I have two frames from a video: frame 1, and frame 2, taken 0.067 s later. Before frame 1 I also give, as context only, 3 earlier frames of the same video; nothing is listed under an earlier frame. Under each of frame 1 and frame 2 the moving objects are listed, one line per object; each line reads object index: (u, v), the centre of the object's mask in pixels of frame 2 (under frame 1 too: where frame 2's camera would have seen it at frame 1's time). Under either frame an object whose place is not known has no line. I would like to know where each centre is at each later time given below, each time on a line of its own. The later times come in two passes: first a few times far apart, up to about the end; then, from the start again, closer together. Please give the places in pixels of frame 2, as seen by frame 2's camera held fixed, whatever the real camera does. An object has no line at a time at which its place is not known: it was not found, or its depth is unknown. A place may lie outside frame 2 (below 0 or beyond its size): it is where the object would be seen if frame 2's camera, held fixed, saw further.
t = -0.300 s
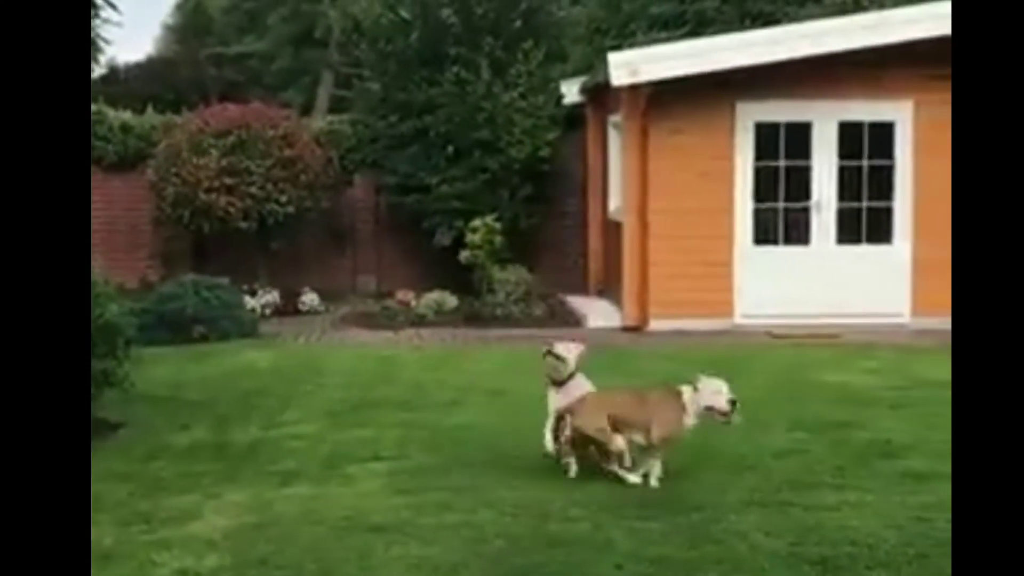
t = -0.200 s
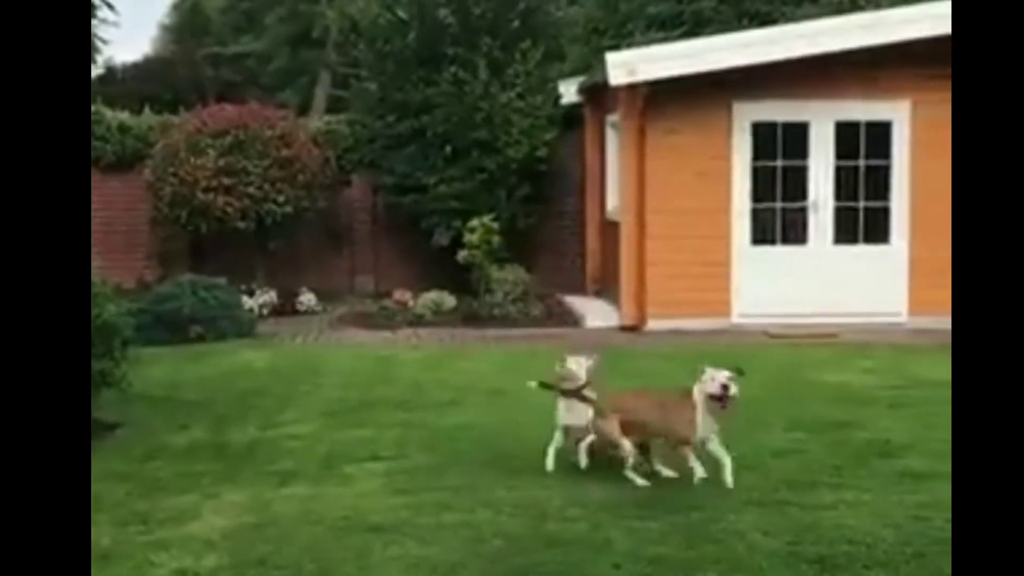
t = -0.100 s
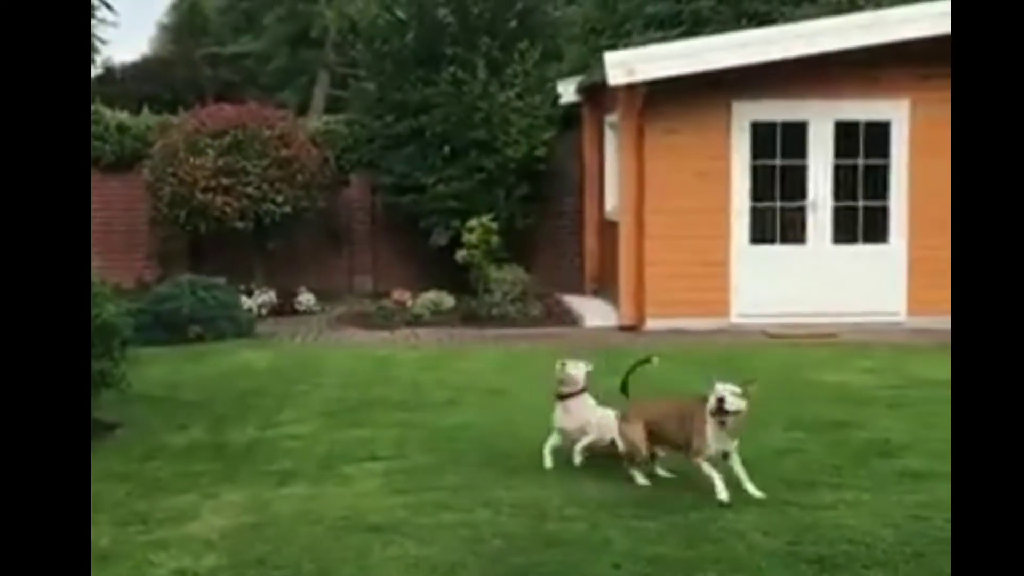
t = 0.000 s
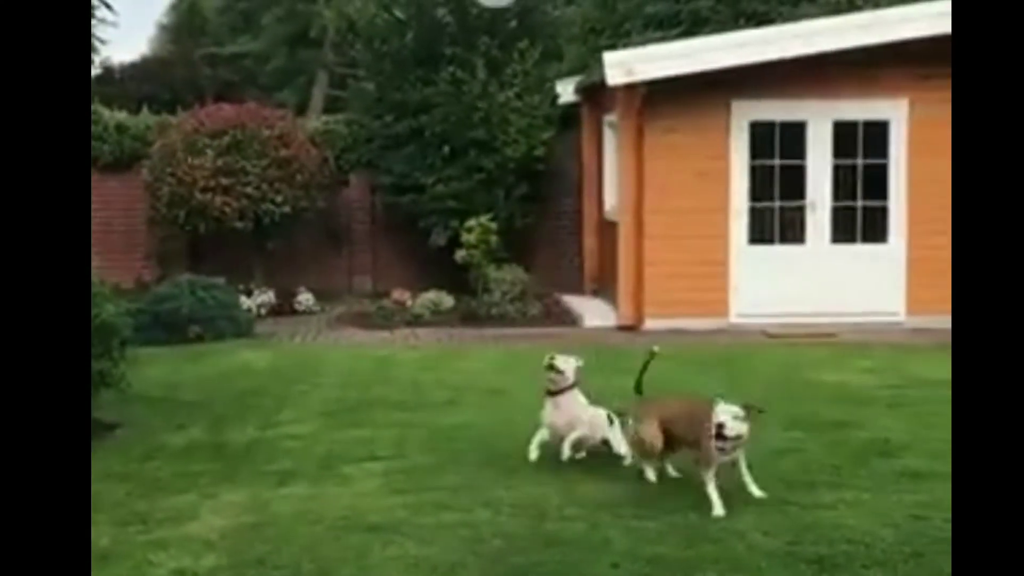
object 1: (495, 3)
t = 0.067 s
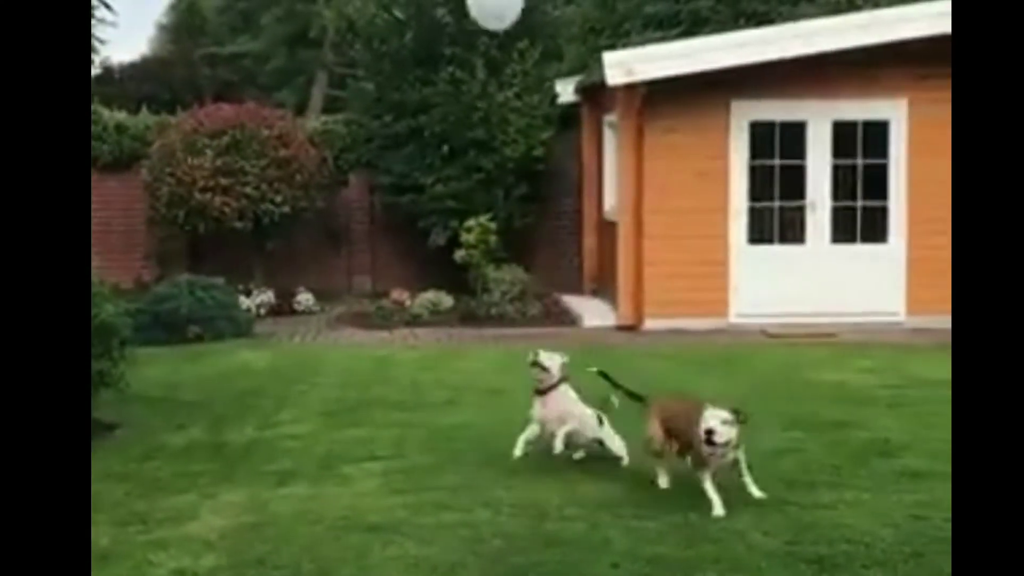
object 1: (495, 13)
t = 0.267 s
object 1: (498, 74)
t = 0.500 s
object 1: (506, 169)
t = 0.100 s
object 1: (495, 19)
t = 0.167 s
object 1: (496, 34)
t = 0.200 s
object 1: (497, 46)
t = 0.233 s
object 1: (497, 60)
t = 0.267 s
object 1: (498, 74)
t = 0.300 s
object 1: (499, 87)
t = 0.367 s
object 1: (501, 114)
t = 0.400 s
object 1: (502, 128)
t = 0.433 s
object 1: (503, 142)
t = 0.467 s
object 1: (505, 155)
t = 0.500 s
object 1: (506, 169)
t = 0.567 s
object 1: (509, 195)
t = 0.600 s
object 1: (510, 209)
